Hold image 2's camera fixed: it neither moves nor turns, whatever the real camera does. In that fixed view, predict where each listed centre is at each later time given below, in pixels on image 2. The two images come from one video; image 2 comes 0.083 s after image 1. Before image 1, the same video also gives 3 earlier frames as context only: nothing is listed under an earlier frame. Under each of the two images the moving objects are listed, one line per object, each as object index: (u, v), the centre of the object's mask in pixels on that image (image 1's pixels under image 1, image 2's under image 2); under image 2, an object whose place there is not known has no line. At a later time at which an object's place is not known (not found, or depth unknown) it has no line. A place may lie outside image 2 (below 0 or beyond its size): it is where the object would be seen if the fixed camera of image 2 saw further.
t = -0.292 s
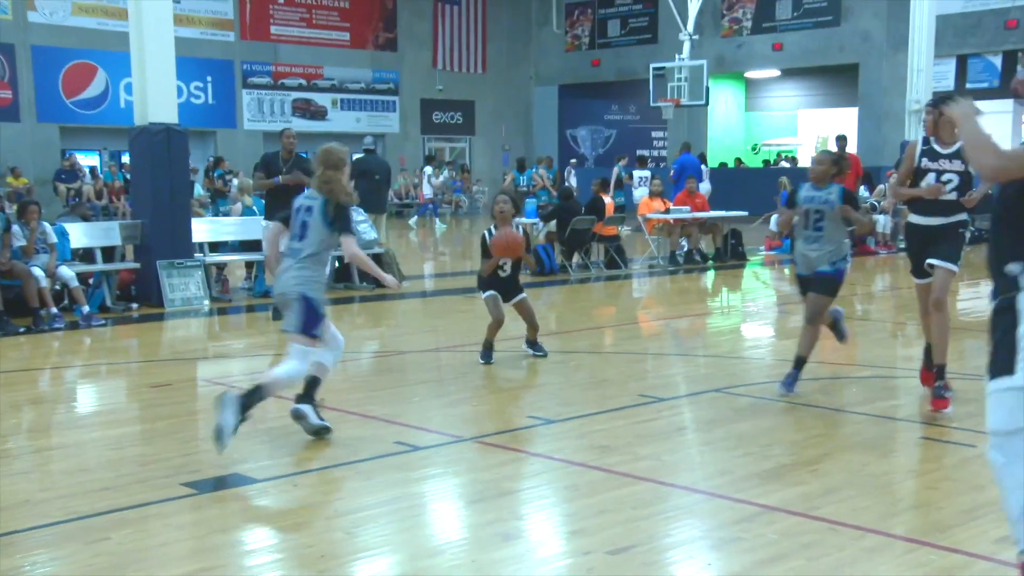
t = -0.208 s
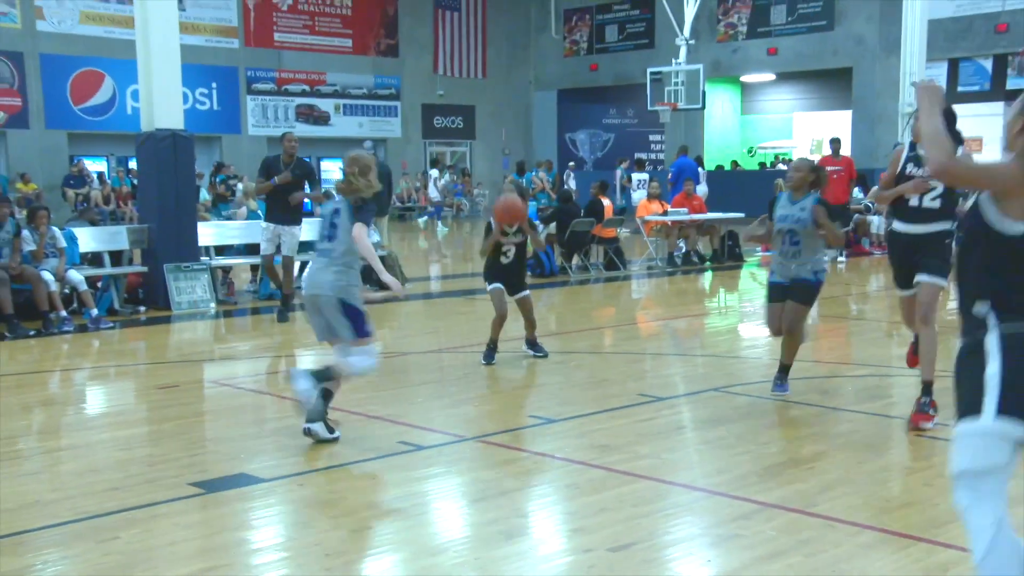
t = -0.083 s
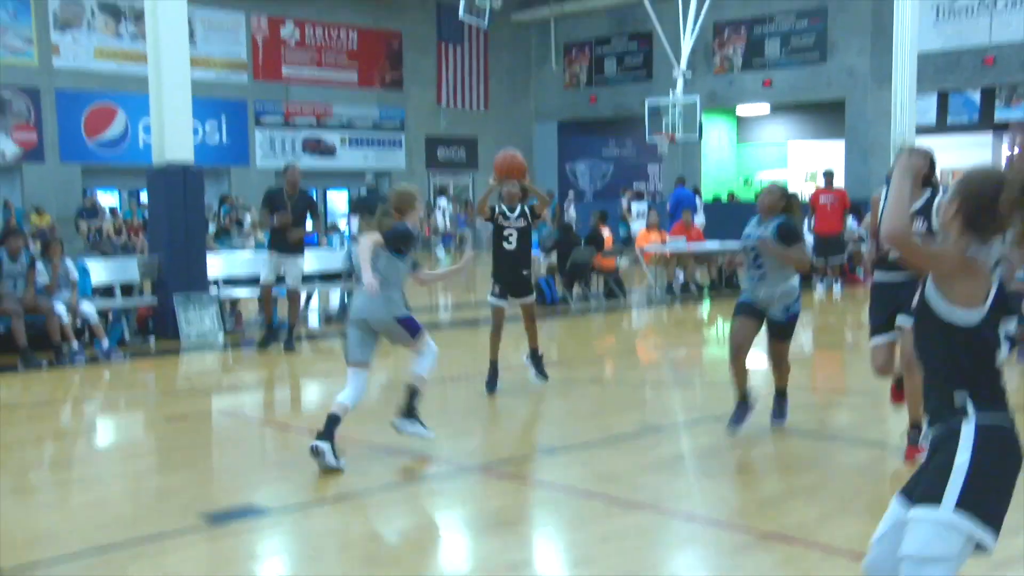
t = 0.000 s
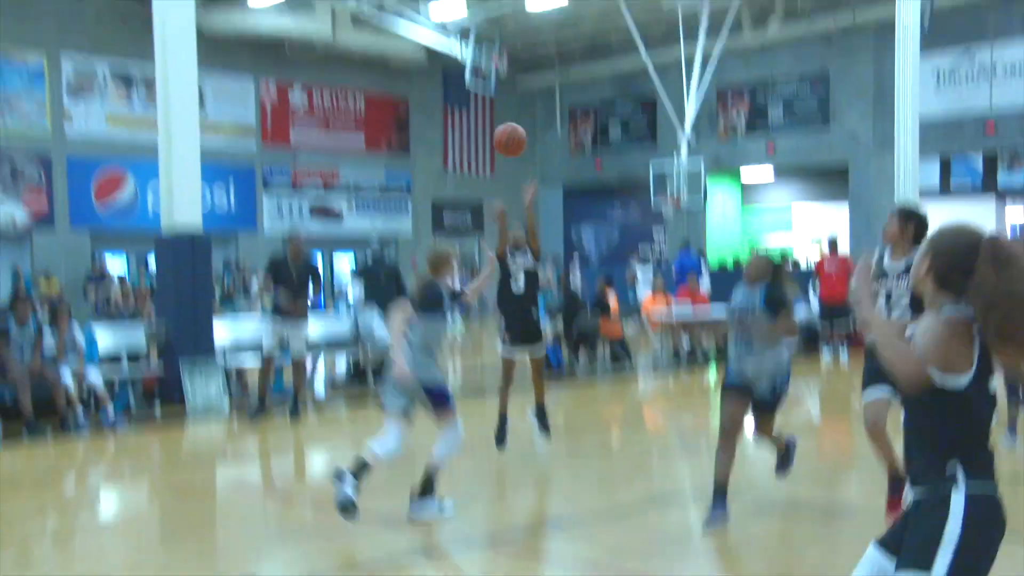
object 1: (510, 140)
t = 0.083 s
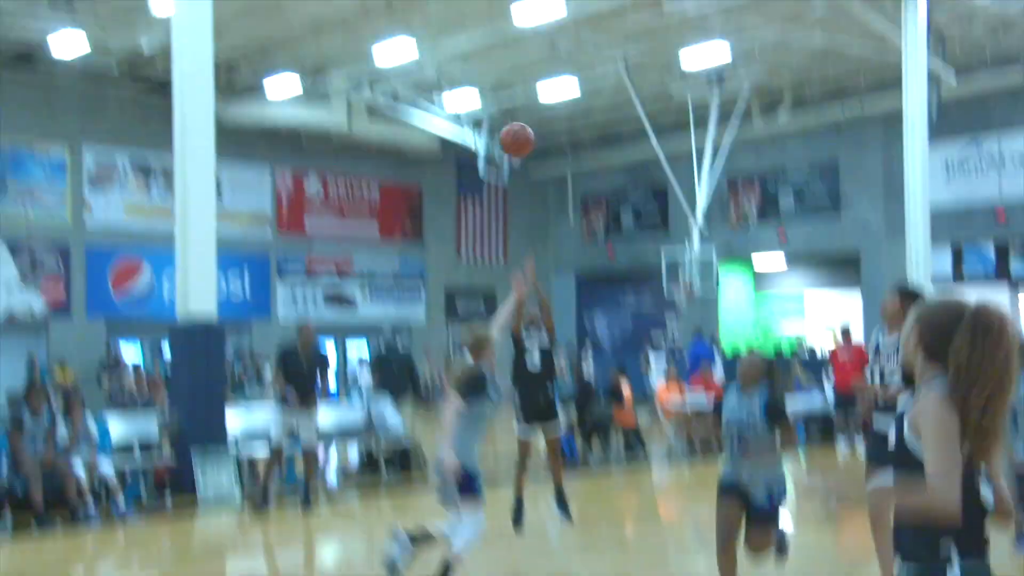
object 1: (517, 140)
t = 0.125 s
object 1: (513, 88)
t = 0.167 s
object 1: (511, 54)
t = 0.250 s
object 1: (504, -29)
